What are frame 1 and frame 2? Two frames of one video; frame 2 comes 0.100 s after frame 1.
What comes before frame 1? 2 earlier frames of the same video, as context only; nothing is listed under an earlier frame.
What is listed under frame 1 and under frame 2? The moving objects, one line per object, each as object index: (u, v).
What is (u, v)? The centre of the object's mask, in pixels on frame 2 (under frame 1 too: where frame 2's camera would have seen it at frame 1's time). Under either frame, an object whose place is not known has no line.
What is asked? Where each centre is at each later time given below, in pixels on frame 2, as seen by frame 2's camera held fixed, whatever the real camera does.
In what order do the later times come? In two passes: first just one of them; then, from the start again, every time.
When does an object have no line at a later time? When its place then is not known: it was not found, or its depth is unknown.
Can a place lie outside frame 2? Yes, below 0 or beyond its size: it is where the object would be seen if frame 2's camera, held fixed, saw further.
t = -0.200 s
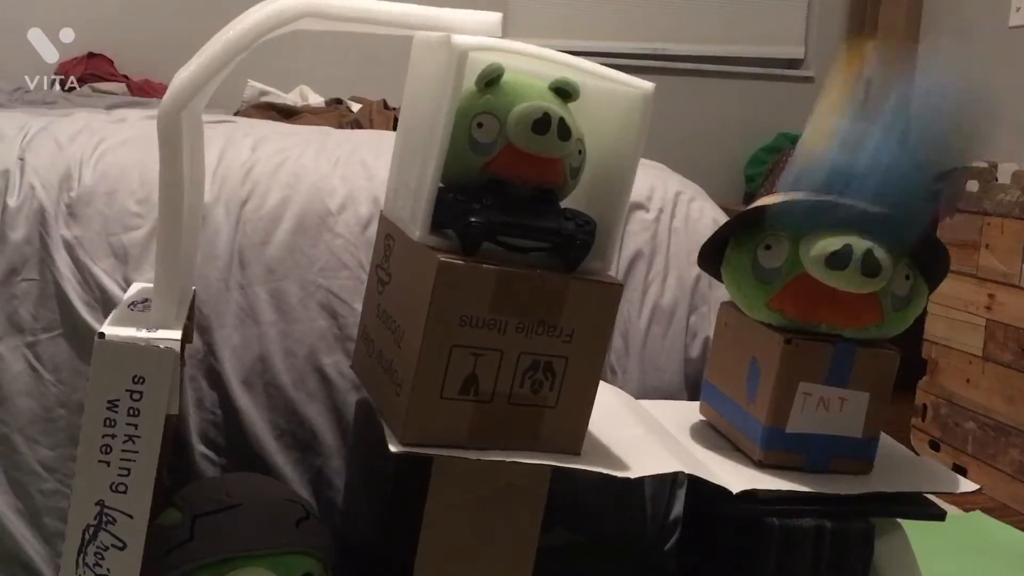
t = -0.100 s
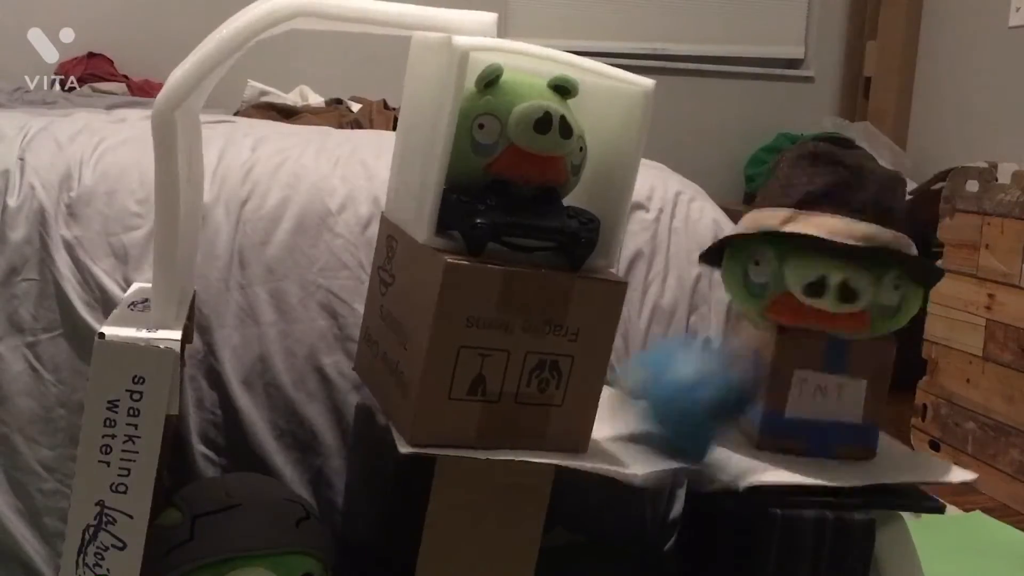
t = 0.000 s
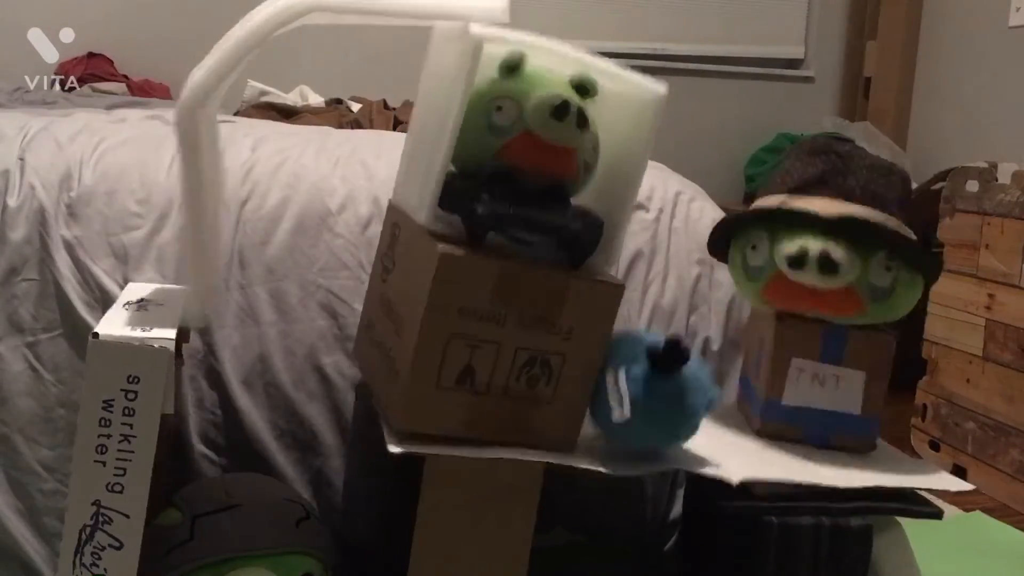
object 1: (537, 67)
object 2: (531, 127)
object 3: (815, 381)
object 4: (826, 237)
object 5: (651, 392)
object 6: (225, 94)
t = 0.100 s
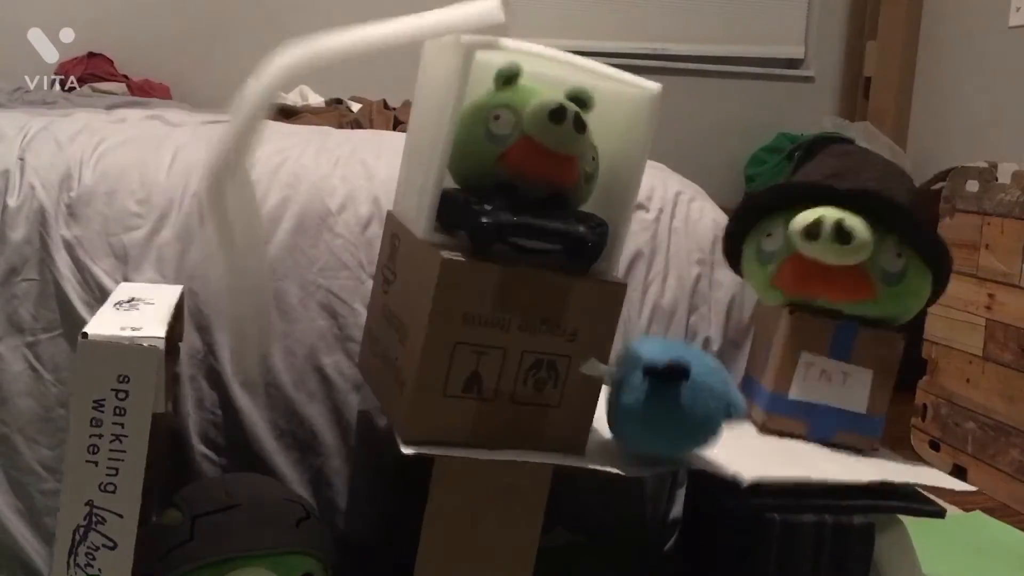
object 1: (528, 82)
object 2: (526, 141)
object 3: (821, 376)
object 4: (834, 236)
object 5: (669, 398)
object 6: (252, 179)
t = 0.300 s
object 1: (540, 90)
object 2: (530, 147)
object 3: (853, 379)
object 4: (900, 264)
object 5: (728, 411)
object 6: (311, 234)
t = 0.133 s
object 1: (533, 88)
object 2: (525, 143)
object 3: (824, 374)
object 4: (840, 235)
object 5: (674, 415)
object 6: (276, 142)
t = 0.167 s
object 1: (539, 90)
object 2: (526, 145)
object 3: (826, 374)
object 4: (844, 241)
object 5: (682, 417)
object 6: (287, 160)
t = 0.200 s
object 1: (540, 89)
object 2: (526, 143)
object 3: (832, 374)
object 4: (853, 242)
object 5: (694, 413)
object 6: (308, 175)
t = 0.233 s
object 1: (539, 89)
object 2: (528, 144)
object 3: (839, 375)
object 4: (866, 248)
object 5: (706, 409)
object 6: (317, 193)
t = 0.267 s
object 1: (542, 90)
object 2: (529, 146)
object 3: (846, 376)
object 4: (877, 257)
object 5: (716, 408)
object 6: (323, 201)
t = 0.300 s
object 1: (540, 90)
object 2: (530, 147)
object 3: (853, 379)
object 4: (900, 264)
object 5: (728, 411)
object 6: (311, 234)
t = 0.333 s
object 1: (537, 89)
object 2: (531, 147)
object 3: (862, 383)
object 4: (919, 285)
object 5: (738, 415)
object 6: (303, 276)
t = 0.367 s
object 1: (538, 91)
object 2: (531, 148)
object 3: (870, 389)
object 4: (944, 289)
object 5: (746, 418)
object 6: (288, 325)
